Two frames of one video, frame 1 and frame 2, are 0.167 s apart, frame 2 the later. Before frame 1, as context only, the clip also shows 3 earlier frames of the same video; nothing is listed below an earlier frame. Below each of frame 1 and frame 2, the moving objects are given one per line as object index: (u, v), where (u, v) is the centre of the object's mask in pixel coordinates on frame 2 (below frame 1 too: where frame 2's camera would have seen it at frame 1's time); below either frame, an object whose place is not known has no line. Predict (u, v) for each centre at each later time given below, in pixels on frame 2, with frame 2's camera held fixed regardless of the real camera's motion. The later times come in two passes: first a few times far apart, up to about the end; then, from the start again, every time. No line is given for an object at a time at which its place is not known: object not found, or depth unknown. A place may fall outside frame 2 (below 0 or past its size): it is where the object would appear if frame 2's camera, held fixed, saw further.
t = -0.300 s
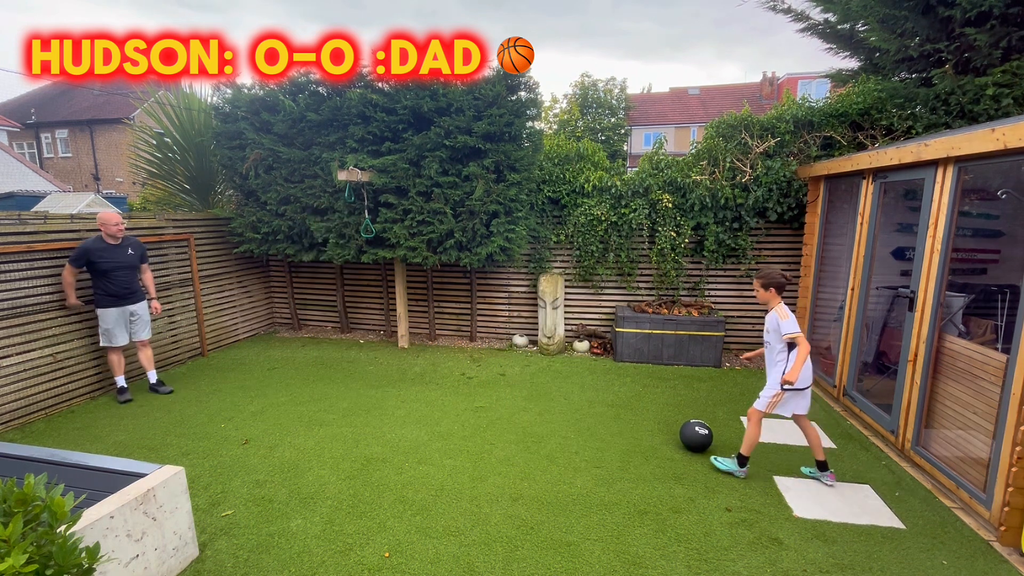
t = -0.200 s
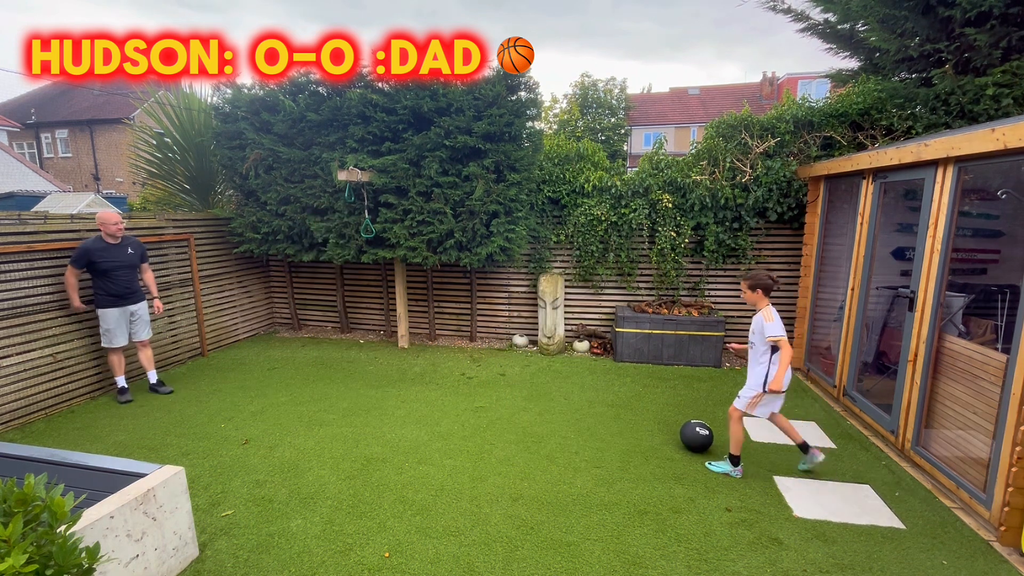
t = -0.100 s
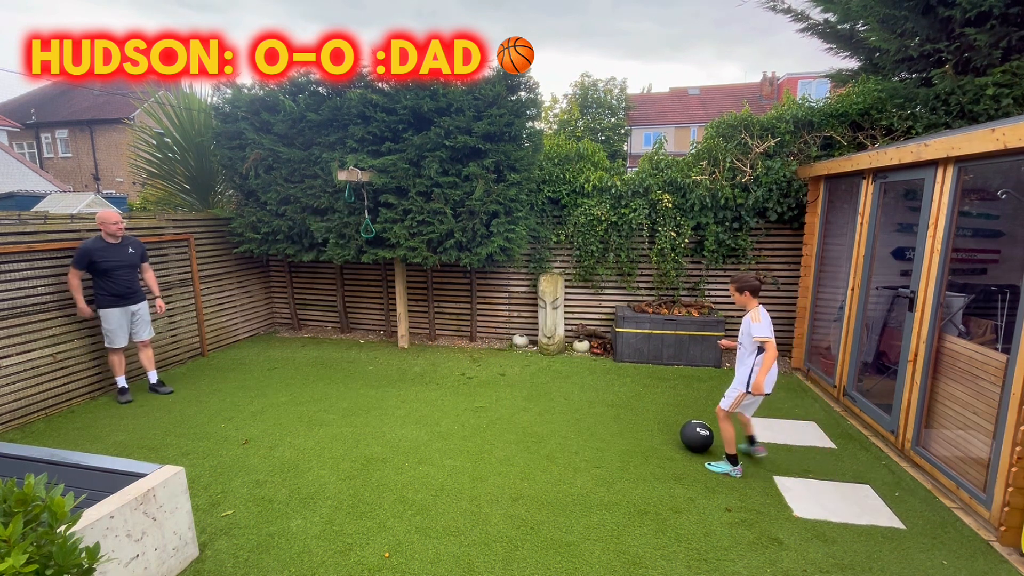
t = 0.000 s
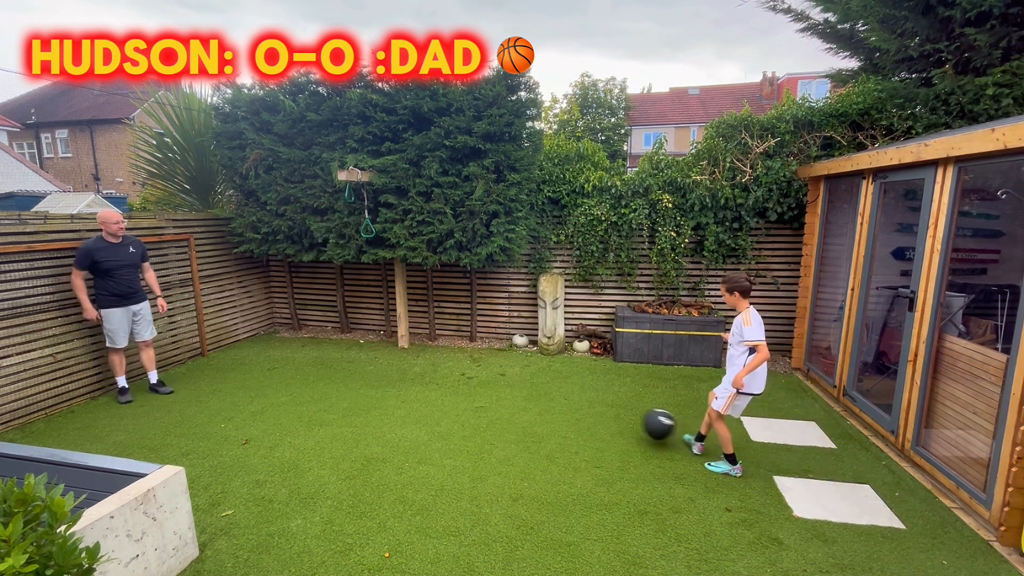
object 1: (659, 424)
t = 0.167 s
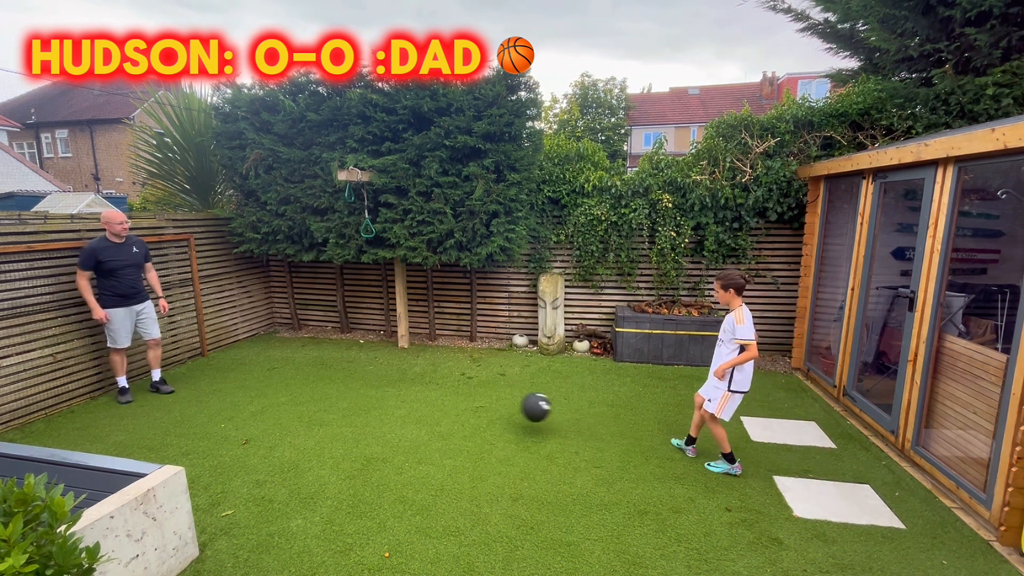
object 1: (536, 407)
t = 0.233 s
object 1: (491, 410)
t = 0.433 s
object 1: (394, 397)
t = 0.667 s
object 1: (311, 392)
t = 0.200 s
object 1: (513, 408)
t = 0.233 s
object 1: (491, 410)
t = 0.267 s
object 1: (470, 412)
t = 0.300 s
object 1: (453, 409)
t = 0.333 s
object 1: (438, 404)
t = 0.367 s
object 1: (423, 400)
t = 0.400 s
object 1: (408, 398)
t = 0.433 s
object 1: (394, 397)
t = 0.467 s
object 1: (380, 397)
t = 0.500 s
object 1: (366, 399)
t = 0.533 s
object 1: (353, 401)
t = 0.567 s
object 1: (342, 398)
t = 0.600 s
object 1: (331, 395)
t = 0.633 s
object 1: (321, 392)
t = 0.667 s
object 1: (311, 392)
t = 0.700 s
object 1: (302, 392)
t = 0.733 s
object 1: (292, 394)
